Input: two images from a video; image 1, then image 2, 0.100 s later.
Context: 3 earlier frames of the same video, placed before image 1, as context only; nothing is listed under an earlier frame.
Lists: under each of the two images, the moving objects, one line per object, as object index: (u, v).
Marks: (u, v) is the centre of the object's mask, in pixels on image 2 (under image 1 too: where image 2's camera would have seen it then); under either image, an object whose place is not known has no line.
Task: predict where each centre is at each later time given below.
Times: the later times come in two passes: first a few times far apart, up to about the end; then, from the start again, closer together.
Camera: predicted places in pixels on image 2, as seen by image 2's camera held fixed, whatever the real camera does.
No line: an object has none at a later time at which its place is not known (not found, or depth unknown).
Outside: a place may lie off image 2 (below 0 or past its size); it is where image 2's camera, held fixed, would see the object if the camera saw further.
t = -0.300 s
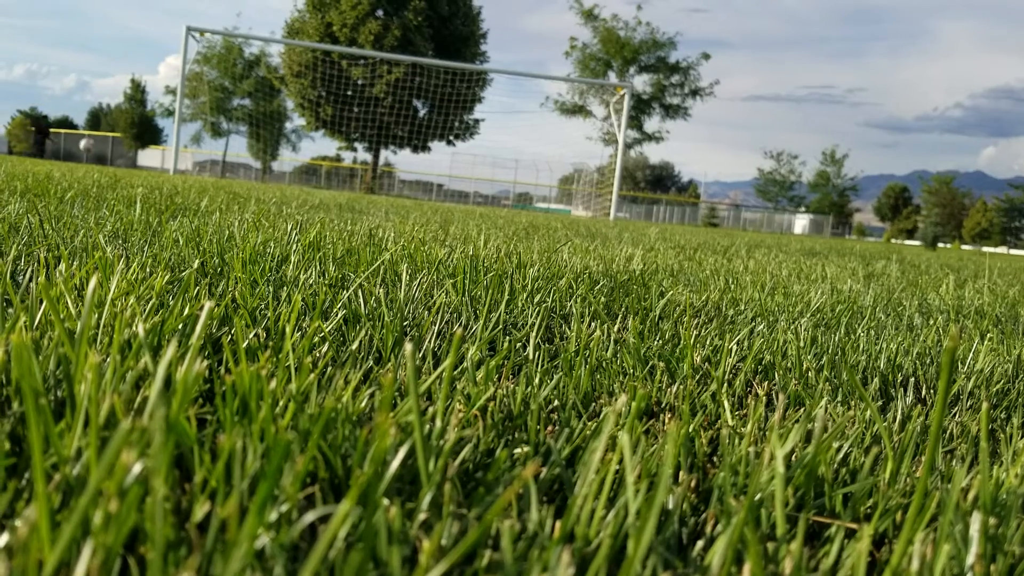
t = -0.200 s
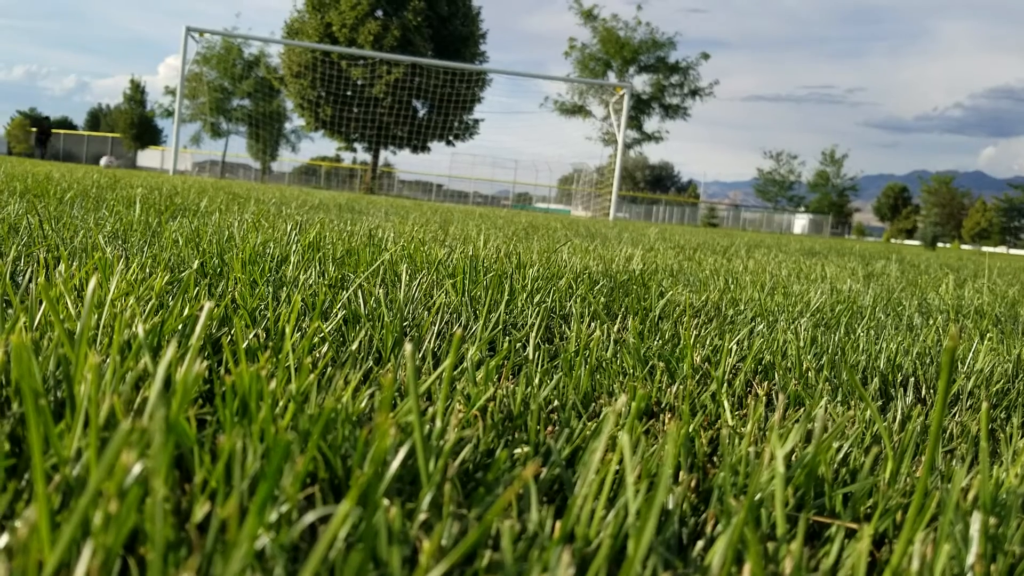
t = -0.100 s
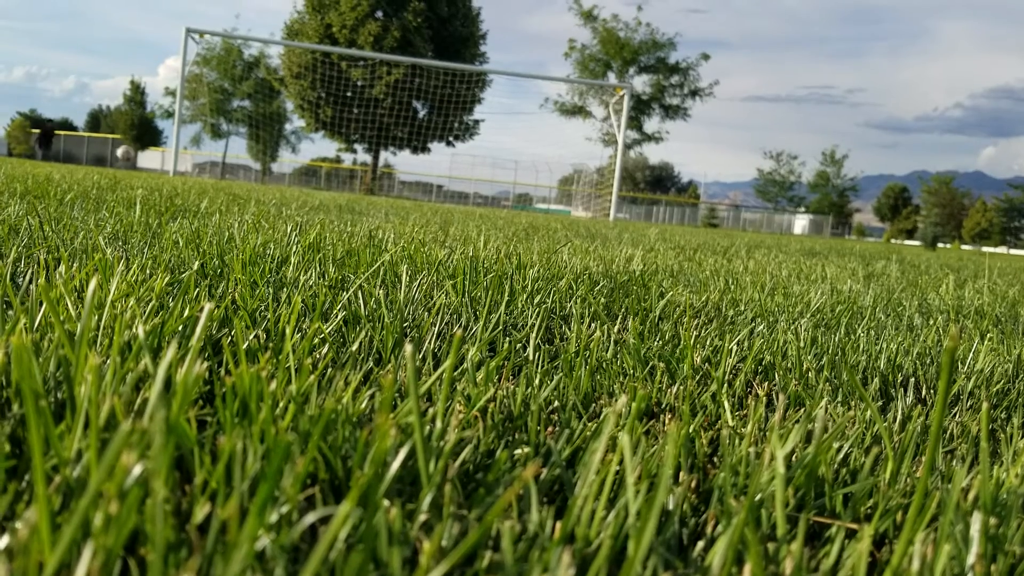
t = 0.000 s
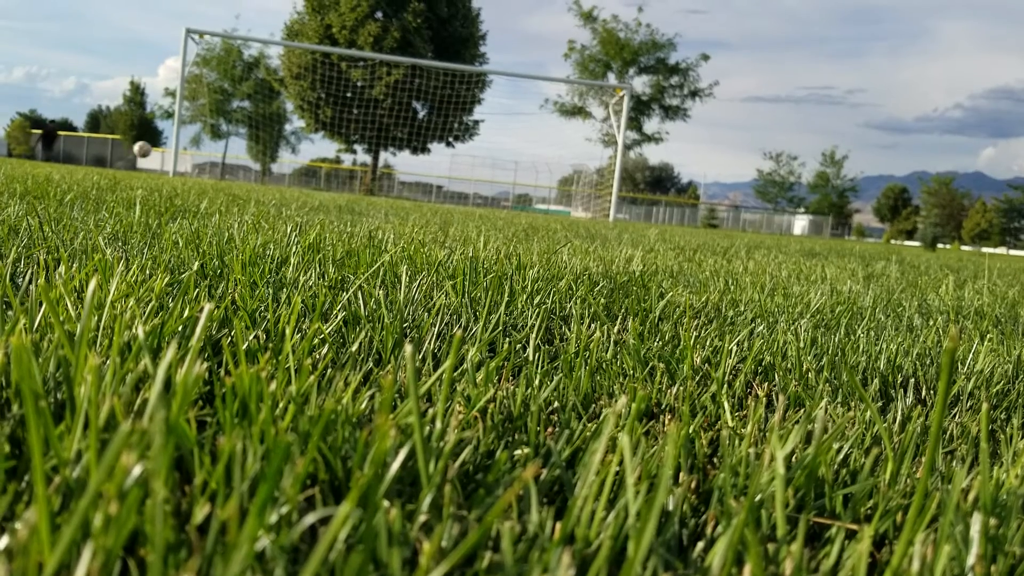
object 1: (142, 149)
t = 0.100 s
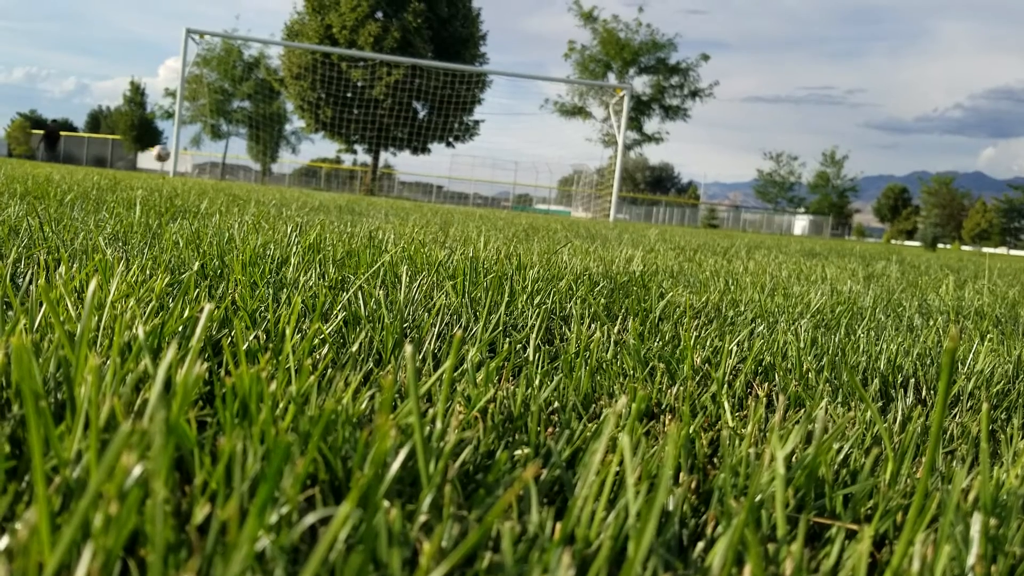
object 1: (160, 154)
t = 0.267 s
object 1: (188, 173)
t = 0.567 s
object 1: (259, 180)
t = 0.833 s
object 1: (329, 187)
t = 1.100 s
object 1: (403, 193)
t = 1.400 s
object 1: (493, 202)
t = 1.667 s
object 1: (581, 210)
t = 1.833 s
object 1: (645, 216)
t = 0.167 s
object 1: (176, 162)
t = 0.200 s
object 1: (180, 167)
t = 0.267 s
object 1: (188, 173)
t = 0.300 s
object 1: (199, 173)
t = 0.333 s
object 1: (206, 171)
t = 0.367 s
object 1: (213, 171)
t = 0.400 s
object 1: (220, 170)
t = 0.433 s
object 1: (227, 171)
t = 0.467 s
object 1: (232, 172)
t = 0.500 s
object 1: (241, 175)
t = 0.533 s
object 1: (251, 177)
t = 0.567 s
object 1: (259, 180)
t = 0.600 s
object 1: (267, 181)
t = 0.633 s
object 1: (274, 181)
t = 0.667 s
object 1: (282, 182)
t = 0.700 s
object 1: (294, 181)
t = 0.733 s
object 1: (302, 183)
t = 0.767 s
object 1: (310, 184)
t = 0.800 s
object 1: (320, 185)
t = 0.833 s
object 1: (329, 187)
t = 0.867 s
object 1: (338, 188)
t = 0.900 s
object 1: (346, 187)
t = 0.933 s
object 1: (356, 188)
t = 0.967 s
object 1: (366, 188)
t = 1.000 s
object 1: (375, 189)
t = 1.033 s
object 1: (383, 192)
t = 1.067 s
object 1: (393, 193)
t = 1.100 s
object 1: (403, 193)
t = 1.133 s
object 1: (413, 194)
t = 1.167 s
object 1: (422, 194)
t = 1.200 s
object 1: (430, 196)
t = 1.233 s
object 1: (441, 196)
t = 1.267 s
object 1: (452, 198)
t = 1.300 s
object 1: (463, 198)
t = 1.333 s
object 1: (472, 202)
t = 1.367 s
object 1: (482, 203)
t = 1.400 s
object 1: (493, 202)
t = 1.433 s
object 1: (504, 202)
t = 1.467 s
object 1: (516, 204)
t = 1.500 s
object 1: (527, 206)
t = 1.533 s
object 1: (536, 208)
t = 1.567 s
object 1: (547, 208)
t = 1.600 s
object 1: (559, 208)
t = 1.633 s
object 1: (571, 209)
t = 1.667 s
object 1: (581, 210)
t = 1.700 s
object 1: (594, 212)
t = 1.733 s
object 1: (605, 215)
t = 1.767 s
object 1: (618, 215)
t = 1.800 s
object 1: (632, 216)
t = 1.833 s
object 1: (645, 216)
